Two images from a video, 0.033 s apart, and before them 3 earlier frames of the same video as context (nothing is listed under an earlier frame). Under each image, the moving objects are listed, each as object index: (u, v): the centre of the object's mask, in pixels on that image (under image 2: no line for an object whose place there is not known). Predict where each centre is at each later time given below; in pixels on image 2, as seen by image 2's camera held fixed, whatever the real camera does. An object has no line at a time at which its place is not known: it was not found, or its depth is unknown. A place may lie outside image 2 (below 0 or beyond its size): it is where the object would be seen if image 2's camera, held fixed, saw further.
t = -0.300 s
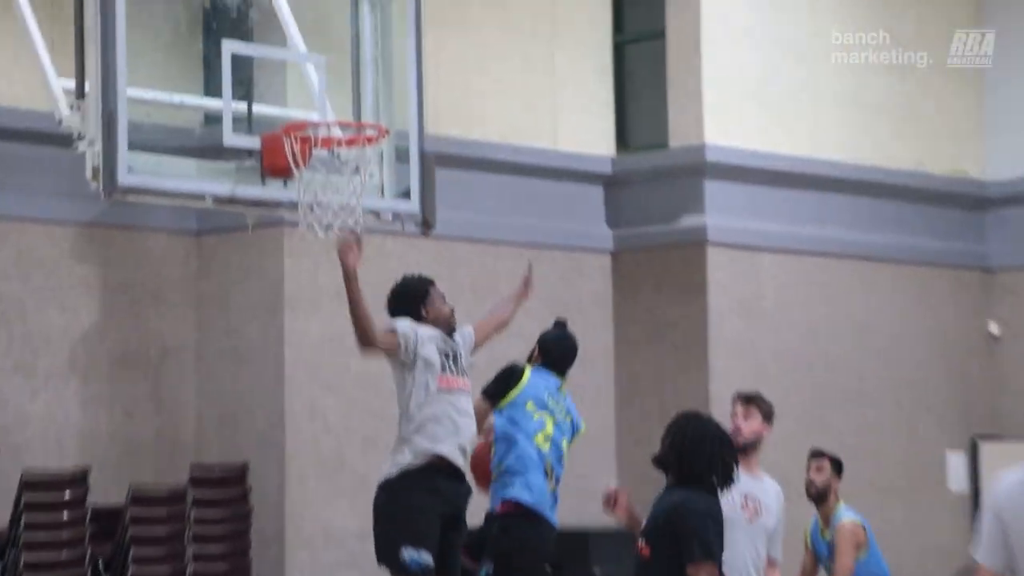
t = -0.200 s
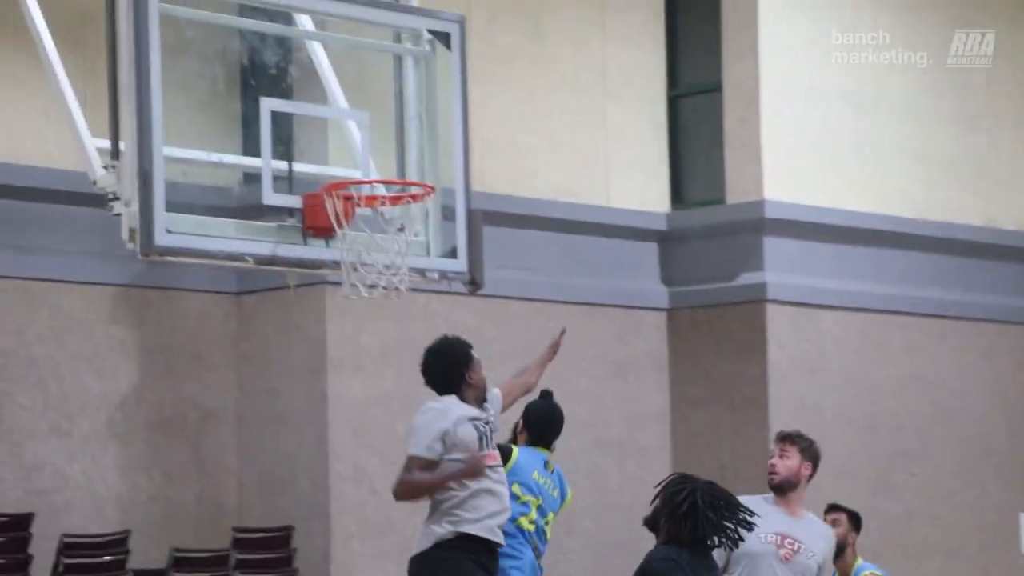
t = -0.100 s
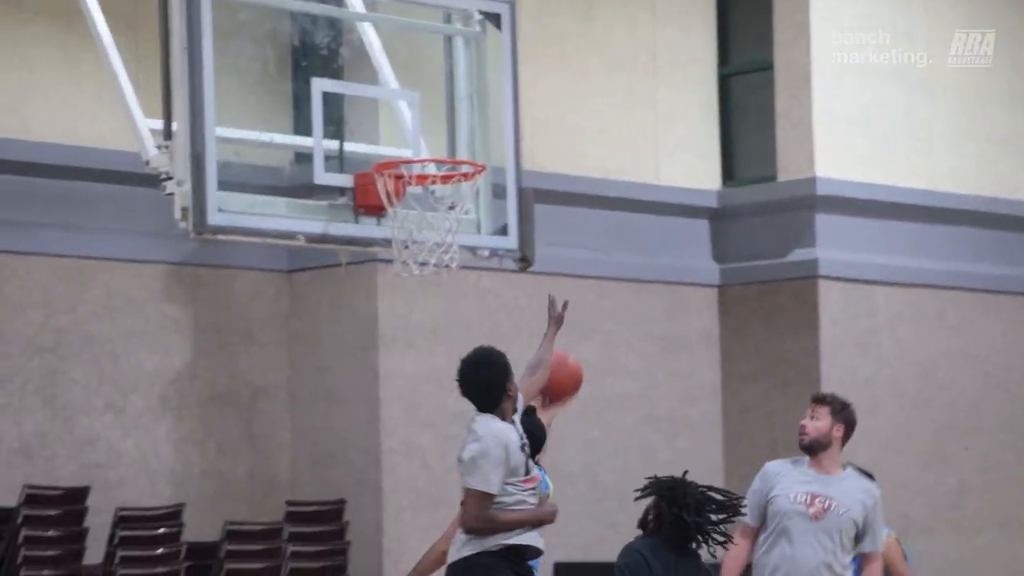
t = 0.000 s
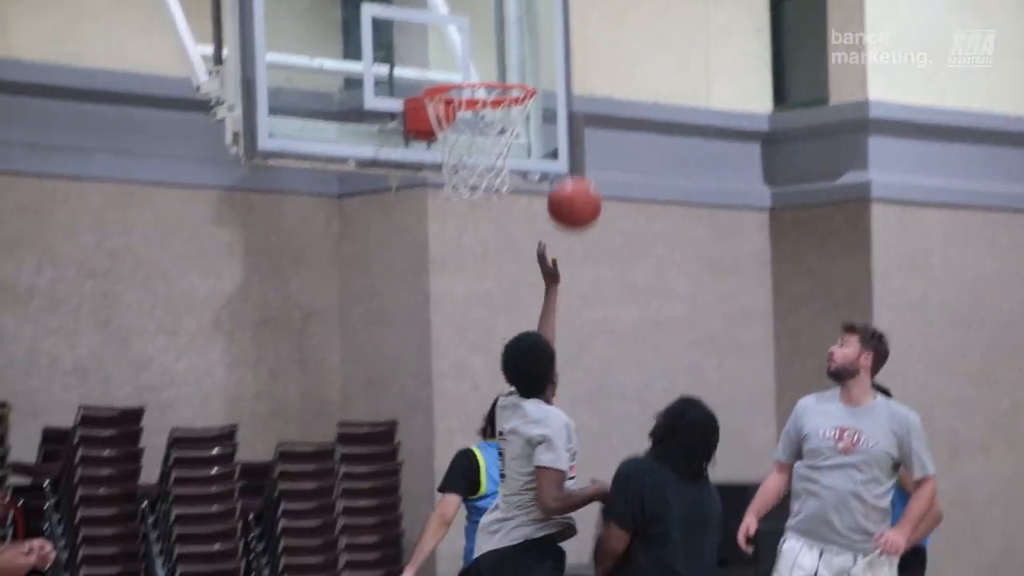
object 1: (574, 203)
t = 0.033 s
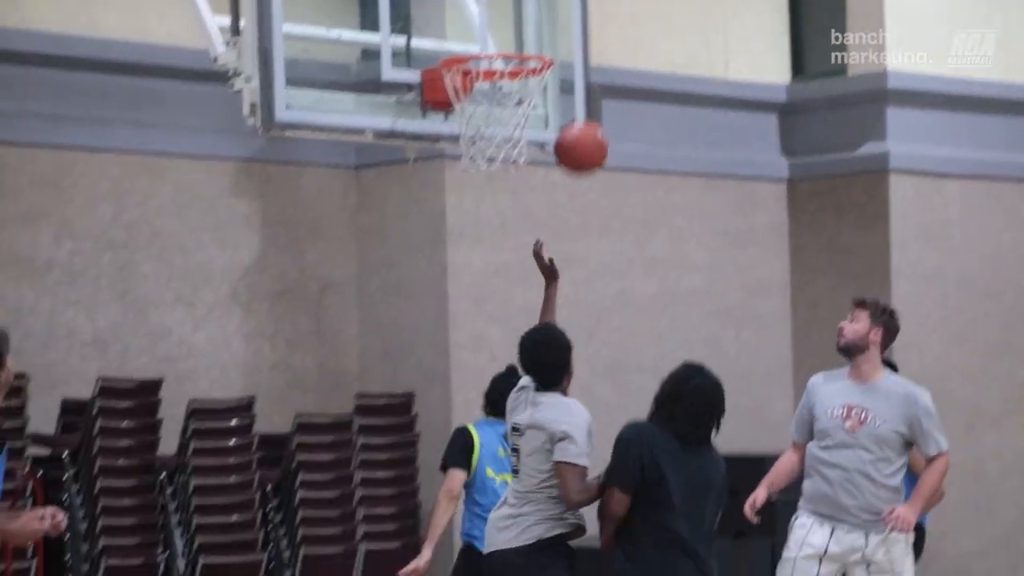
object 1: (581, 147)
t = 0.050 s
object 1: (576, 135)
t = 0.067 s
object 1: (570, 123)
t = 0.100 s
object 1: (561, 101)
